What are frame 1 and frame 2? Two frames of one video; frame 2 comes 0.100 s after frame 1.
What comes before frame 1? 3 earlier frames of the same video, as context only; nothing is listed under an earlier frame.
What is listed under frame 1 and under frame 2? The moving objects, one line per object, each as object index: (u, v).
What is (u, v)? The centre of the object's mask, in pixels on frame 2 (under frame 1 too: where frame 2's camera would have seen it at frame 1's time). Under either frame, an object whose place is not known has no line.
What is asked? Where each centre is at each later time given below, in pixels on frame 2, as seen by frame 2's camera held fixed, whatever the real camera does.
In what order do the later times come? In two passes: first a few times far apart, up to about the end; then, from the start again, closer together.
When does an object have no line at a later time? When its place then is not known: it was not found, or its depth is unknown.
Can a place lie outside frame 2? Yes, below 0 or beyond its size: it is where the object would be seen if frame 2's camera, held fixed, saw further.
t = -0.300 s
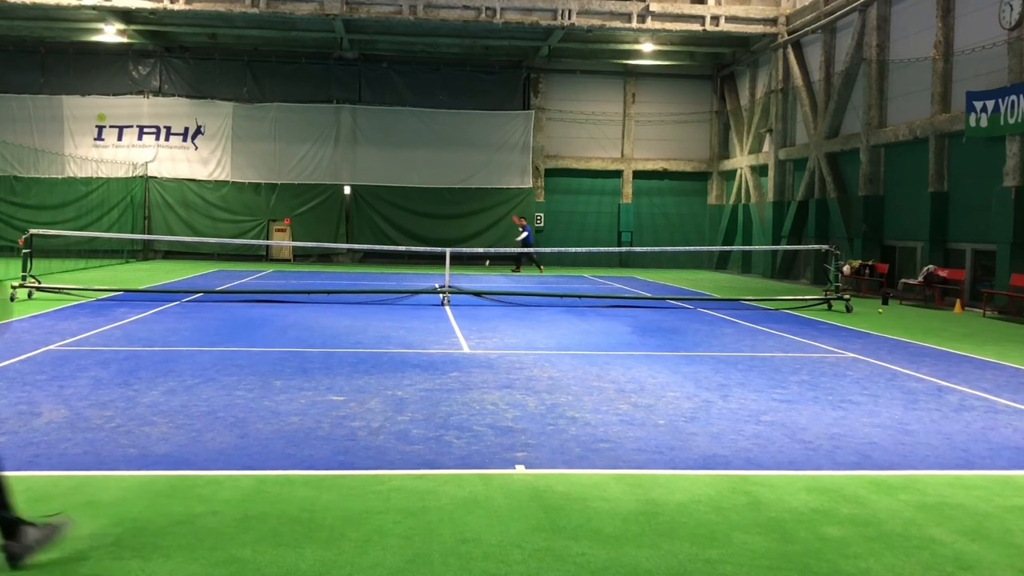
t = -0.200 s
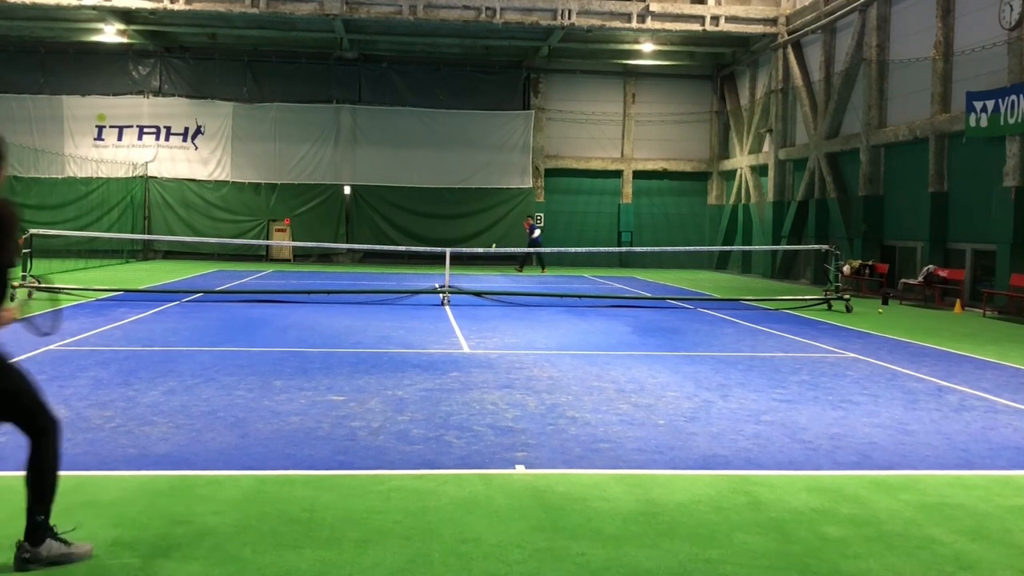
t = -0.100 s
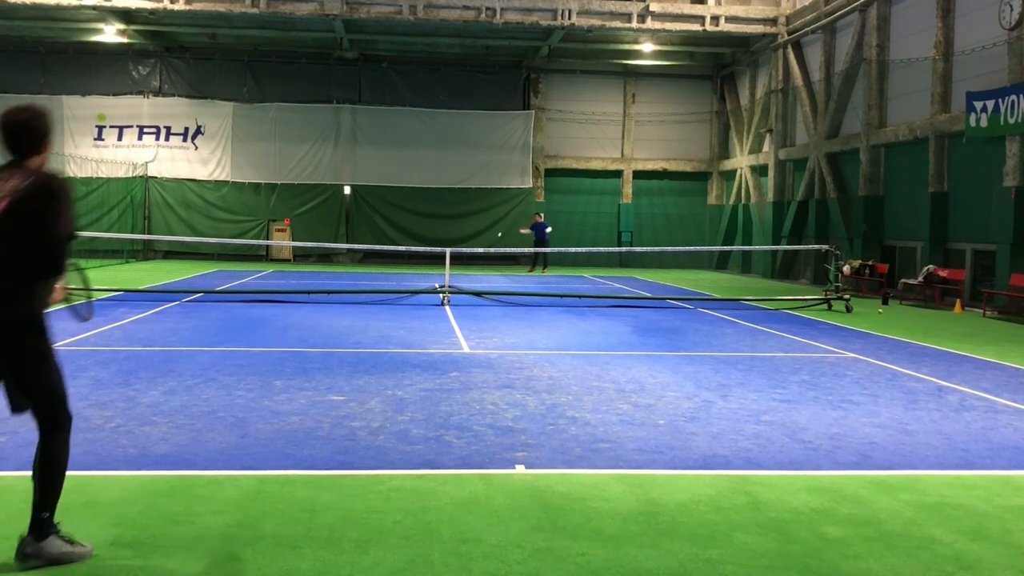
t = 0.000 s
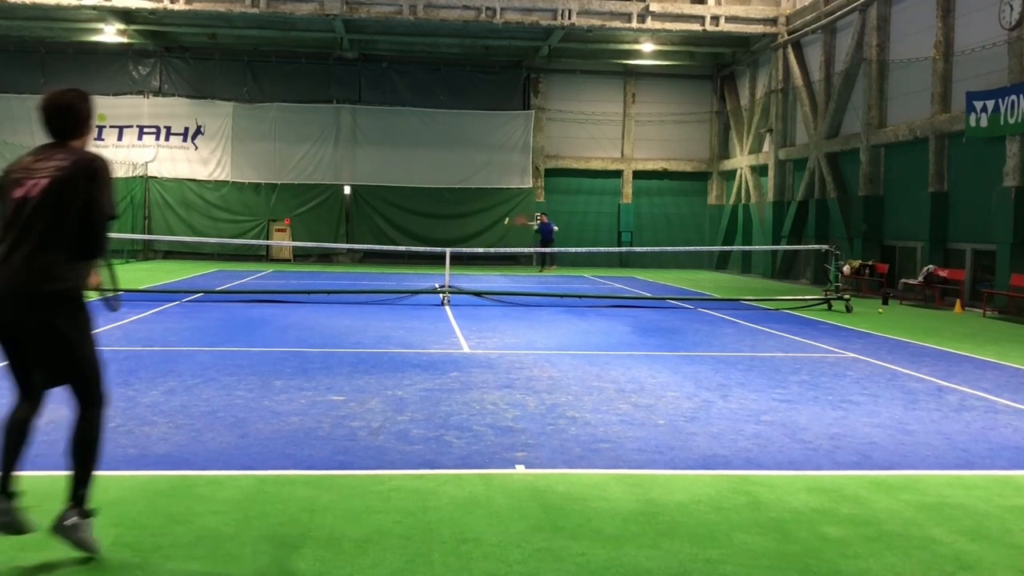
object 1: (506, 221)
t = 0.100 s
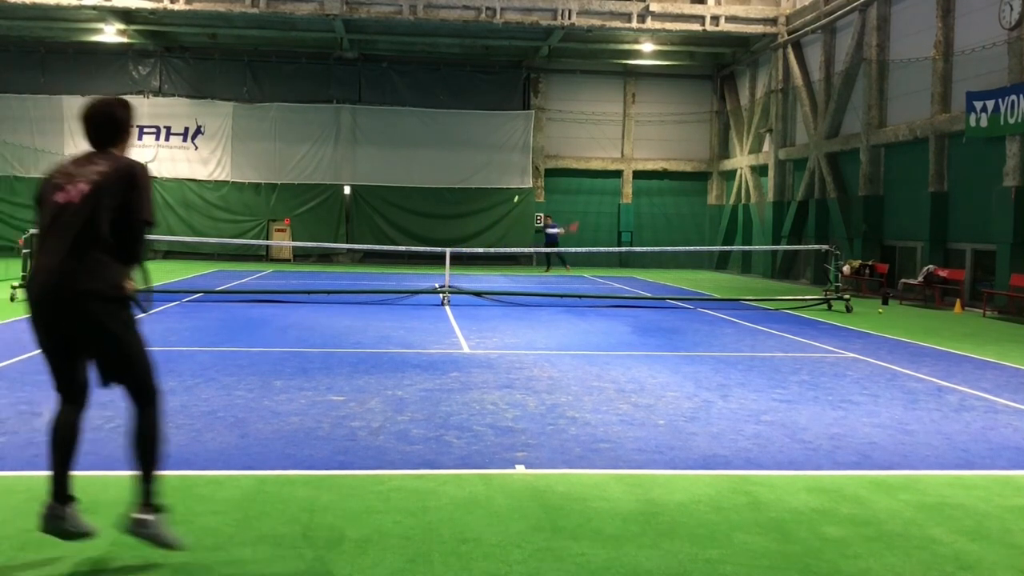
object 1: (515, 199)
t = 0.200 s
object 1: (526, 179)
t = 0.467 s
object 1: (556, 143)
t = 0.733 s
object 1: (597, 150)
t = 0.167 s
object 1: (522, 185)
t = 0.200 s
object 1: (526, 179)
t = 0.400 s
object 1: (547, 149)
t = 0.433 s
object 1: (552, 145)
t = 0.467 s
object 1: (556, 143)
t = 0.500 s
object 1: (560, 141)
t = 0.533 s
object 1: (565, 139)
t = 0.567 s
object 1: (570, 139)
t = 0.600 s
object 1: (574, 139)
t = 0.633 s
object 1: (580, 140)
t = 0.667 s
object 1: (585, 143)
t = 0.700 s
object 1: (591, 146)
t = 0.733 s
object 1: (597, 150)
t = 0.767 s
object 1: (604, 157)
